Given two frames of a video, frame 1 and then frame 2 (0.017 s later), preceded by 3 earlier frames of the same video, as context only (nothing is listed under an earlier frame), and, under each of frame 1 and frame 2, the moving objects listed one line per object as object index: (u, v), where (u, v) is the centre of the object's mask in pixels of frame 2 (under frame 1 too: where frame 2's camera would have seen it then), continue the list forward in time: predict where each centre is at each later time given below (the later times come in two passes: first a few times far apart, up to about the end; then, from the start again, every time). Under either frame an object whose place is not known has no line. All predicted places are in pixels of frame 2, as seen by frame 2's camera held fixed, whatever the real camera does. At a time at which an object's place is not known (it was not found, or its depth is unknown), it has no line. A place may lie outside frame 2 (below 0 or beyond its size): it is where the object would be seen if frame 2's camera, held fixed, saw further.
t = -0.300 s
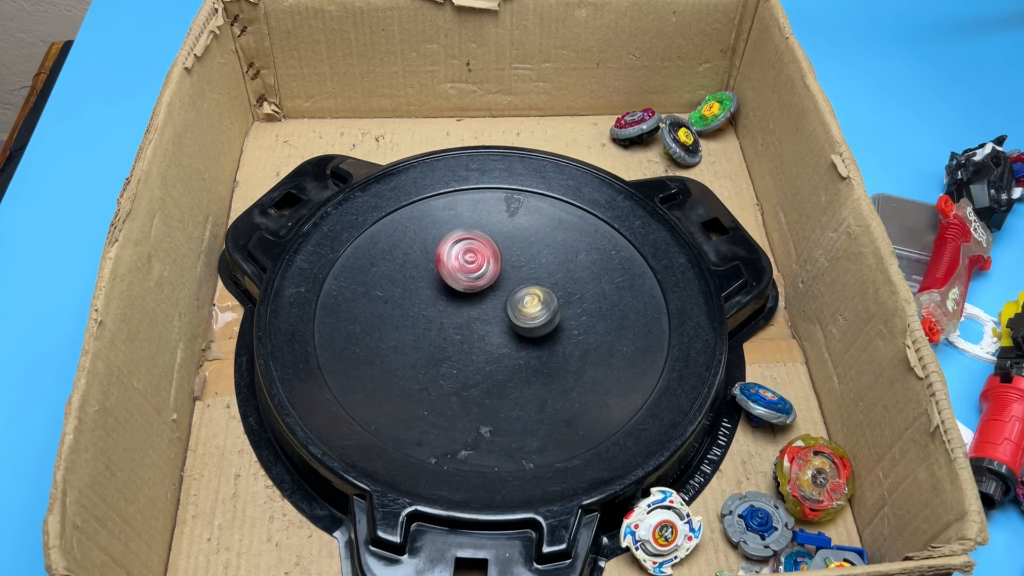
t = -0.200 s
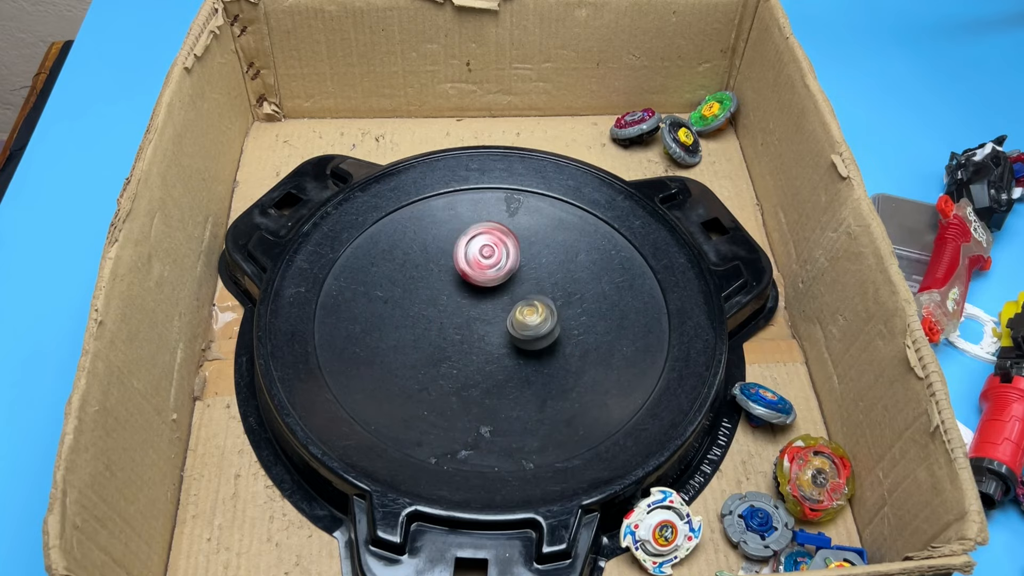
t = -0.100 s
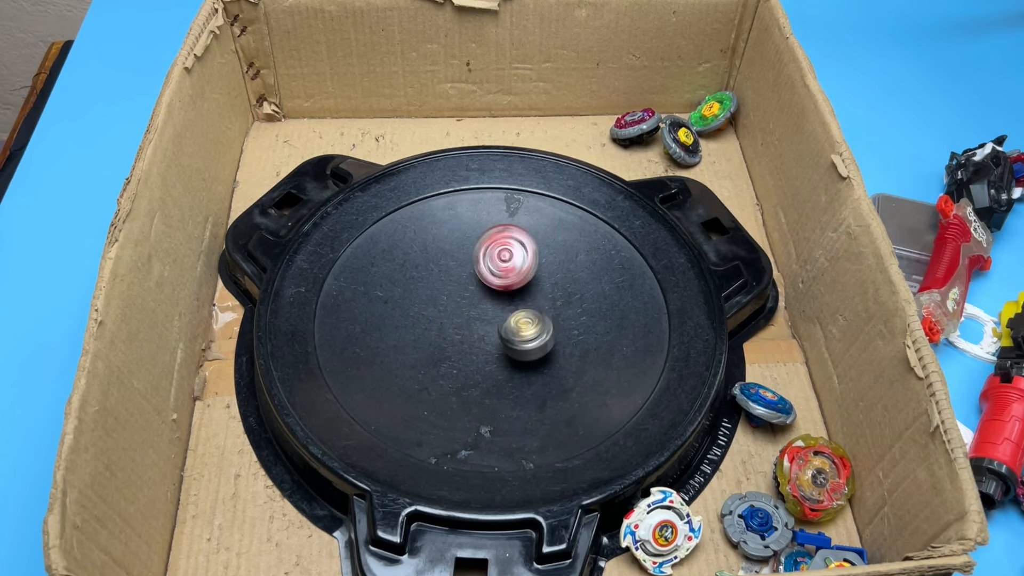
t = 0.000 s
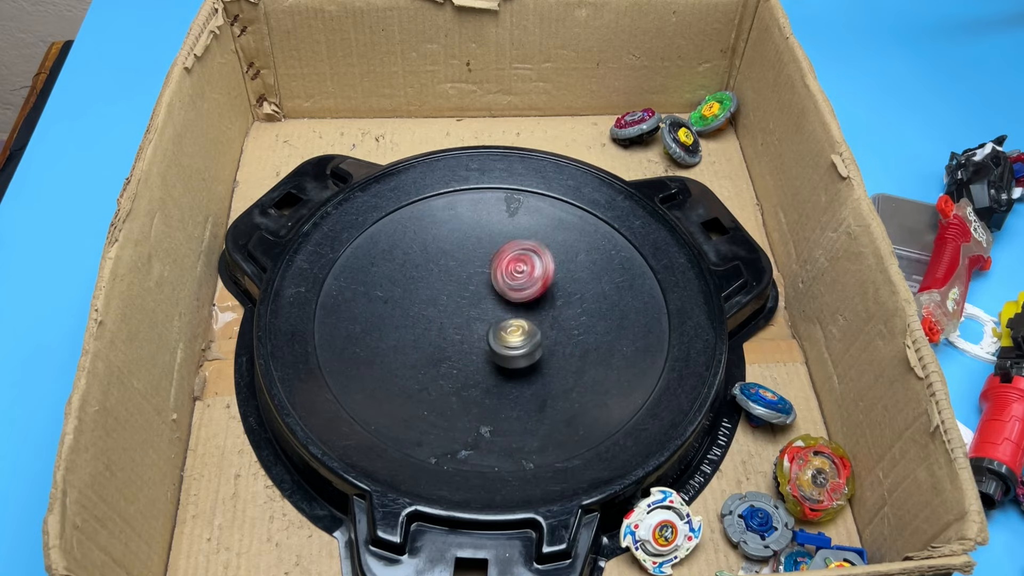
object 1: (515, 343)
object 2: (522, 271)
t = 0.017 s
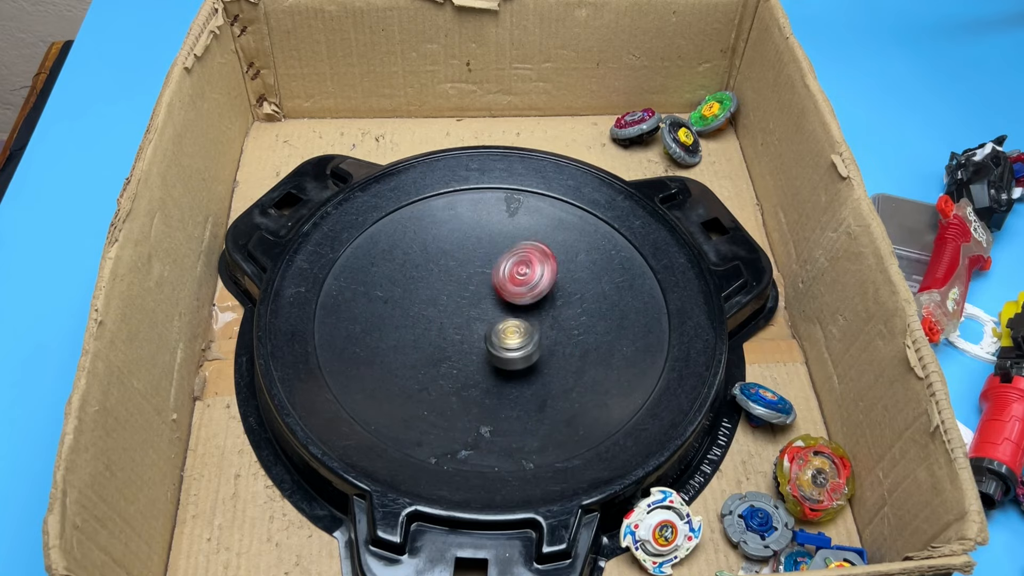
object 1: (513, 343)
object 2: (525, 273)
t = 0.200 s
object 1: (487, 345)
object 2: (537, 312)
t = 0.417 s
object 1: (455, 329)
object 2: (525, 349)
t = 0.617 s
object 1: (457, 303)
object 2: (487, 350)
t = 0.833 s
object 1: (484, 269)
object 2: (472, 350)
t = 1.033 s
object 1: (521, 275)
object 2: (499, 328)
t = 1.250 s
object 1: (575, 271)
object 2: (478, 367)
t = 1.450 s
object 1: (566, 295)
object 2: (464, 368)
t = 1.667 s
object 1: (515, 308)
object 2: (476, 356)
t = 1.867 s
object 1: (471, 284)
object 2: (524, 346)
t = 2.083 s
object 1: (470, 255)
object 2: (565, 294)
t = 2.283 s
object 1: (489, 250)
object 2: (526, 286)
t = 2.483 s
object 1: (490, 265)
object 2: (535, 311)
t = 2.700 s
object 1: (476, 287)
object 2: (540, 313)
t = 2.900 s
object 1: (453, 298)
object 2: (525, 301)
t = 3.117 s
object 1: (434, 297)
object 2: (524, 302)
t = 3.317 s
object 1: (446, 302)
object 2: (531, 310)
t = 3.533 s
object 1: (460, 320)
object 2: (524, 302)
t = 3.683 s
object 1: (465, 335)
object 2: (529, 308)
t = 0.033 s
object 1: (510, 344)
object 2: (528, 276)
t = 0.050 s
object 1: (509, 345)
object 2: (530, 280)
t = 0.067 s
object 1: (506, 346)
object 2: (531, 283)
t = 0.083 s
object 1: (504, 346)
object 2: (532, 286)
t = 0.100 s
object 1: (501, 346)
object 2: (534, 290)
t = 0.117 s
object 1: (498, 347)
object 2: (535, 293)
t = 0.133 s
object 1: (496, 347)
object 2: (535, 297)
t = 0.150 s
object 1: (493, 347)
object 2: (537, 301)
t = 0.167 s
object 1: (491, 347)
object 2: (536, 305)
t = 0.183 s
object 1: (489, 346)
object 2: (536, 309)
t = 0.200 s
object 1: (487, 345)
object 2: (537, 312)
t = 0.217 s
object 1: (484, 345)
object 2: (535, 315)
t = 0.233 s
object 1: (480, 344)
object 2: (536, 319)
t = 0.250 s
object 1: (475, 343)
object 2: (539, 322)
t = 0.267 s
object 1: (471, 342)
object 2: (539, 325)
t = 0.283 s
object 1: (469, 341)
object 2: (540, 328)
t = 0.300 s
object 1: (467, 339)
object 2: (538, 332)
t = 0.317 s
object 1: (465, 338)
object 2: (538, 334)
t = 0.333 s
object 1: (463, 337)
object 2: (537, 337)
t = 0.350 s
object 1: (461, 335)
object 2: (535, 340)
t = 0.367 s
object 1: (459, 334)
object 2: (533, 342)
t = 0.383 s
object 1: (457, 332)
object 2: (530, 345)
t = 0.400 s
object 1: (455, 331)
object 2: (528, 346)
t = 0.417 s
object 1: (455, 329)
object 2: (525, 349)
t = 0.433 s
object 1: (453, 327)
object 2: (523, 349)
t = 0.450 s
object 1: (453, 325)
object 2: (519, 351)
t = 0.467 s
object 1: (452, 323)
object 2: (517, 352)
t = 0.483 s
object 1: (452, 321)
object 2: (512, 353)
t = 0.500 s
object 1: (452, 318)
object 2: (510, 354)
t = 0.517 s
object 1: (452, 317)
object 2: (507, 354)
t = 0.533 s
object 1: (452, 315)
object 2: (503, 354)
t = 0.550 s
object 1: (452, 313)
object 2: (500, 354)
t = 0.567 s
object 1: (453, 311)
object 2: (496, 354)
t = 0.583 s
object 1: (454, 308)
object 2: (494, 353)
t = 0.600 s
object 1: (455, 306)
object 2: (489, 351)
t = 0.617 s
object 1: (457, 303)
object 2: (487, 350)
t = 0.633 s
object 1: (458, 301)
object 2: (482, 350)
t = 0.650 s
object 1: (459, 297)
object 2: (480, 357)
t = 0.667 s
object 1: (461, 291)
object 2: (476, 357)
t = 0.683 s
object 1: (462, 287)
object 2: (475, 359)
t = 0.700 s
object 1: (465, 283)
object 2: (472, 362)
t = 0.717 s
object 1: (466, 281)
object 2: (473, 362)
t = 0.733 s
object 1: (469, 279)
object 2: (471, 361)
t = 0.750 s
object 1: (471, 277)
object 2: (472, 361)
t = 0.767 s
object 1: (473, 275)
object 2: (470, 358)
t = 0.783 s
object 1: (476, 273)
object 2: (472, 357)
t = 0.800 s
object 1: (478, 272)
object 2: (471, 354)
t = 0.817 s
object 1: (481, 270)
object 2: (473, 353)
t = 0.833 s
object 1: (484, 269)
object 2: (472, 350)
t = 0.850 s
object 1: (487, 268)
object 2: (474, 348)
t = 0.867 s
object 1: (490, 268)
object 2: (474, 346)
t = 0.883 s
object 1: (493, 267)
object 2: (477, 343)
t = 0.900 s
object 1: (497, 267)
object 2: (478, 341)
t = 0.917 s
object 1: (499, 268)
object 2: (481, 339)
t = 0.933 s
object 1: (503, 268)
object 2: (483, 337)
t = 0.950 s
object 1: (506, 269)
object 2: (486, 335)
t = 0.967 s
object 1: (509, 270)
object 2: (488, 333)
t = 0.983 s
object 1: (512, 271)
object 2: (492, 332)
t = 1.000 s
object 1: (515, 272)
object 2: (493, 331)
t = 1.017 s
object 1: (518, 273)
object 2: (497, 329)
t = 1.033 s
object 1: (521, 275)
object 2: (499, 328)
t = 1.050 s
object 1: (524, 276)
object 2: (503, 327)
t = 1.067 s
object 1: (527, 277)
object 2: (505, 326)
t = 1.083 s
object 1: (531, 278)
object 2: (508, 326)
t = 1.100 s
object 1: (536, 277)
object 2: (502, 336)
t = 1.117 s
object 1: (544, 274)
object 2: (495, 343)
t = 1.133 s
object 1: (551, 269)
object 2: (489, 349)
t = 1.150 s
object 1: (558, 267)
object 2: (485, 353)
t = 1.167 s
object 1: (564, 267)
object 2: (483, 359)
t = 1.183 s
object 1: (569, 266)
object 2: (480, 362)
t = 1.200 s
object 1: (572, 267)
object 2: (479, 363)
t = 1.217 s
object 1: (573, 270)
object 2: (478, 366)
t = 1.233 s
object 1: (575, 271)
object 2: (479, 365)
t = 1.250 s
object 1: (575, 271)
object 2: (478, 367)
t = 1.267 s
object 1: (575, 272)
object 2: (478, 368)
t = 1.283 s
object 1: (576, 273)
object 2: (478, 369)
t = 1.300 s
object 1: (578, 274)
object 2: (476, 371)
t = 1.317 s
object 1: (578, 277)
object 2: (476, 370)
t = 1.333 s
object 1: (577, 280)
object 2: (474, 372)
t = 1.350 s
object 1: (578, 282)
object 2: (472, 372)
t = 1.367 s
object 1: (576, 284)
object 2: (472, 372)
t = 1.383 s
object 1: (574, 286)
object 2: (469, 371)
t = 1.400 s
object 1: (573, 288)
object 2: (468, 371)
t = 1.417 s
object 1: (571, 290)
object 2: (466, 370)
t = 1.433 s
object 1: (568, 293)
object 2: (464, 369)
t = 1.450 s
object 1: (566, 295)
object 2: (464, 368)
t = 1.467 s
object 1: (563, 297)
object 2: (462, 366)
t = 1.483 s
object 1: (560, 299)
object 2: (463, 365)
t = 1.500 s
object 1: (557, 301)
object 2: (463, 364)
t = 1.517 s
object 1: (554, 302)
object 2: (463, 362)
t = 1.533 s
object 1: (549, 304)
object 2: (465, 361)
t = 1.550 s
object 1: (545, 305)
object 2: (465, 360)
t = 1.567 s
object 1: (541, 306)
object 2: (467, 359)
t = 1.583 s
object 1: (536, 307)
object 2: (468, 359)
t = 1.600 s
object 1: (532, 308)
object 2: (469, 358)
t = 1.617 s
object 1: (529, 308)
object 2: (471, 358)
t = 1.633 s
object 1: (524, 309)
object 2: (472, 358)
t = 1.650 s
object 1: (519, 308)
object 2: (474, 357)
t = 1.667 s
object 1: (515, 308)
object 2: (476, 356)
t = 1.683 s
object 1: (511, 306)
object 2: (479, 354)
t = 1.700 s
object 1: (506, 305)
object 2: (482, 355)
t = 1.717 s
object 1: (501, 303)
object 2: (484, 355)
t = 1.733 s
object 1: (497, 300)
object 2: (488, 352)
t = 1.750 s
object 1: (493, 299)
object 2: (492, 352)
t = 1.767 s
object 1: (489, 296)
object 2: (496, 352)
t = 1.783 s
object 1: (485, 296)
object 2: (500, 351)
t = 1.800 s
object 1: (483, 295)
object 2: (505, 351)
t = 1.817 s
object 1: (478, 292)
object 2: (509, 349)
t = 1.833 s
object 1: (476, 290)
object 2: (514, 348)
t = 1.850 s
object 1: (474, 288)
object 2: (519, 349)
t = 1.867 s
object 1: (471, 284)
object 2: (524, 346)
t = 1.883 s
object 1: (470, 282)
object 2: (529, 345)
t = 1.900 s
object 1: (468, 280)
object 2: (534, 343)
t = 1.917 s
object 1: (466, 276)
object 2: (538, 340)
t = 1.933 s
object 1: (465, 274)
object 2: (543, 335)
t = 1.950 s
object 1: (466, 272)
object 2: (549, 333)
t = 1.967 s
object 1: (465, 269)
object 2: (553, 330)
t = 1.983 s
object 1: (464, 267)
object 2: (556, 324)
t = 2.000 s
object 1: (465, 265)
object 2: (559, 319)
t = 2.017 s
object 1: (466, 261)
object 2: (562, 314)
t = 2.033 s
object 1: (466, 260)
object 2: (564, 309)
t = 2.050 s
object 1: (468, 259)
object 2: (566, 304)
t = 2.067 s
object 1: (469, 256)
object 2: (567, 299)
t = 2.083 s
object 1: (470, 255)
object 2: (565, 294)
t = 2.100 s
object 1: (472, 254)
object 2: (562, 288)
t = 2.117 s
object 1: (474, 253)
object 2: (560, 284)
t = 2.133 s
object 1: (475, 252)
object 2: (557, 278)
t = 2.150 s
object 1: (477, 253)
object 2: (552, 275)
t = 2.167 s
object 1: (479, 252)
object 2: (547, 274)
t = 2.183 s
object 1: (481, 252)
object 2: (543, 272)
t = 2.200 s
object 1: (483, 253)
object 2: (538, 272)
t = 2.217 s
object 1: (485, 253)
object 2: (533, 275)
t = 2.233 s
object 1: (486, 253)
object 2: (530, 275)
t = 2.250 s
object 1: (487, 253)
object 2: (527, 279)
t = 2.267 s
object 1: (489, 252)
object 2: (526, 283)
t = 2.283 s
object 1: (489, 250)
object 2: (526, 286)
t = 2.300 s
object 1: (490, 251)
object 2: (526, 288)
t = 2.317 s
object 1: (491, 251)
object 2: (526, 290)
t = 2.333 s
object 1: (490, 253)
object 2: (526, 292)
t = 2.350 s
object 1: (491, 254)
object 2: (526, 293)
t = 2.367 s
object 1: (491, 253)
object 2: (526, 295)
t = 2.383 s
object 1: (491, 256)
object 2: (526, 298)
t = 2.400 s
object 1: (491, 257)
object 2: (526, 301)
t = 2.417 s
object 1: (490, 259)
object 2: (527, 304)
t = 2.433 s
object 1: (491, 261)
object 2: (529, 307)
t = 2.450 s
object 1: (490, 262)
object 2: (531, 309)
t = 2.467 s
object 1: (489, 265)
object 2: (533, 310)
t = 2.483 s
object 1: (490, 265)
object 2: (535, 311)
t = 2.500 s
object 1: (488, 267)
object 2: (537, 312)
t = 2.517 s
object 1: (488, 269)
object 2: (539, 313)
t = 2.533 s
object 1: (488, 270)
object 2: (541, 313)
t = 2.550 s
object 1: (486, 272)
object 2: (542, 314)
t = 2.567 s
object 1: (486, 274)
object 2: (544, 314)
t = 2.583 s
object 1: (484, 275)
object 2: (545, 314)
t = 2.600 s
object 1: (484, 277)
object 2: (546, 314)
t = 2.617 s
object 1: (483, 279)
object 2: (546, 314)
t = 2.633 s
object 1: (481, 281)
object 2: (545, 314)
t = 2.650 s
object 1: (481, 282)
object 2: (544, 314)
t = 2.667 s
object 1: (478, 284)
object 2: (542, 314)
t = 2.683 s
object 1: (477, 285)
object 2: (541, 314)
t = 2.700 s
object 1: (476, 287)
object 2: (540, 313)
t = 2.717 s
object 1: (473, 289)
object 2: (539, 313)
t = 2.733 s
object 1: (472, 290)
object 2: (538, 313)
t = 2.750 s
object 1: (470, 291)
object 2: (537, 313)
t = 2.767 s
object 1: (468, 292)
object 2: (536, 312)
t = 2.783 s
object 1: (467, 293)
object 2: (535, 311)
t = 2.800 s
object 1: (464, 294)
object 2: (533, 311)
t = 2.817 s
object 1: (463, 295)
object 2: (531, 310)
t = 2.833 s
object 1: (460, 296)
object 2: (529, 308)
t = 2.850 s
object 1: (459, 296)
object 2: (528, 307)
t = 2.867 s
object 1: (457, 297)
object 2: (527, 305)
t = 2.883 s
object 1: (454, 298)
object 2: (525, 303)
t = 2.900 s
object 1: (453, 298)
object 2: (525, 301)
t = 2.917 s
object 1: (450, 298)
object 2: (524, 300)
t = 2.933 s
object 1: (449, 298)
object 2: (524, 298)
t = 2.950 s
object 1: (447, 298)
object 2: (524, 298)
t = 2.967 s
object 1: (445, 299)
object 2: (524, 297)
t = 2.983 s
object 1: (444, 299)
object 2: (524, 297)
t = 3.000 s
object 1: (442, 299)
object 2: (524, 297)
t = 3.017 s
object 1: (442, 299)
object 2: (524, 297)
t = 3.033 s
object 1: (439, 298)
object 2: (524, 297)
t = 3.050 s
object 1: (438, 298)
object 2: (524, 297)
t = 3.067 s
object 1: (437, 298)
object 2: (524, 298)
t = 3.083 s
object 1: (435, 297)
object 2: (524, 299)
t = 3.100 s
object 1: (435, 297)
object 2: (524, 300)
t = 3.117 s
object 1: (434, 297)
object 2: (524, 302)
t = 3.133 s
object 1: (434, 297)
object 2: (525, 304)
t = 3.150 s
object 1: (434, 296)
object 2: (526, 305)
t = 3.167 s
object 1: (434, 297)
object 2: (527, 306)
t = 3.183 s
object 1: (435, 297)
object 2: (528, 307)
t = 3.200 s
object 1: (435, 297)
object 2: (529, 309)
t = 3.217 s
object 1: (436, 298)
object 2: (530, 309)
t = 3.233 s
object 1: (438, 298)
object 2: (531, 310)
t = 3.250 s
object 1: (439, 299)
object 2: (532, 310)
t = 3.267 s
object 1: (441, 299)
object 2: (532, 310)
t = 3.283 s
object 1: (442, 300)
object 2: (532, 310)
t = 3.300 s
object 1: (444, 301)
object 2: (532, 310)
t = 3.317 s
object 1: (446, 302)
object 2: (531, 310)
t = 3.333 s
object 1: (447, 303)
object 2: (530, 309)
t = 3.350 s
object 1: (448, 305)
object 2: (529, 309)
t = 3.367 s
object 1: (449, 305)
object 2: (528, 308)
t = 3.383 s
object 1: (450, 307)
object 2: (528, 307)
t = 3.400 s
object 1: (452, 307)
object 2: (527, 306)
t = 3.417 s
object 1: (453, 309)
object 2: (526, 305)
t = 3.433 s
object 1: (455, 310)
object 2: (525, 304)
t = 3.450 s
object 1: (456, 312)
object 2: (524, 302)
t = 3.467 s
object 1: (458, 314)
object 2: (524, 301)
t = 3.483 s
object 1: (458, 315)
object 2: (524, 301)
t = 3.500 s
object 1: (459, 318)
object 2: (524, 301)
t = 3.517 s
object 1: (461, 318)
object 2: (524, 301)
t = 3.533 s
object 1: (460, 320)
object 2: (524, 302)
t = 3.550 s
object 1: (462, 323)
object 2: (524, 303)
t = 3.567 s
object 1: (462, 323)
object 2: (525, 304)
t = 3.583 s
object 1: (464, 325)
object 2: (526, 305)
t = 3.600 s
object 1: (464, 327)
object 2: (527, 306)
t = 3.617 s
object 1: (464, 329)
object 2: (527, 306)
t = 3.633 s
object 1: (465, 331)
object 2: (527, 307)
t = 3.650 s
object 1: (464, 332)
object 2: (528, 307)
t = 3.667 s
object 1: (464, 334)
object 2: (528, 308)
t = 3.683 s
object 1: (465, 335)
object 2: (529, 308)
